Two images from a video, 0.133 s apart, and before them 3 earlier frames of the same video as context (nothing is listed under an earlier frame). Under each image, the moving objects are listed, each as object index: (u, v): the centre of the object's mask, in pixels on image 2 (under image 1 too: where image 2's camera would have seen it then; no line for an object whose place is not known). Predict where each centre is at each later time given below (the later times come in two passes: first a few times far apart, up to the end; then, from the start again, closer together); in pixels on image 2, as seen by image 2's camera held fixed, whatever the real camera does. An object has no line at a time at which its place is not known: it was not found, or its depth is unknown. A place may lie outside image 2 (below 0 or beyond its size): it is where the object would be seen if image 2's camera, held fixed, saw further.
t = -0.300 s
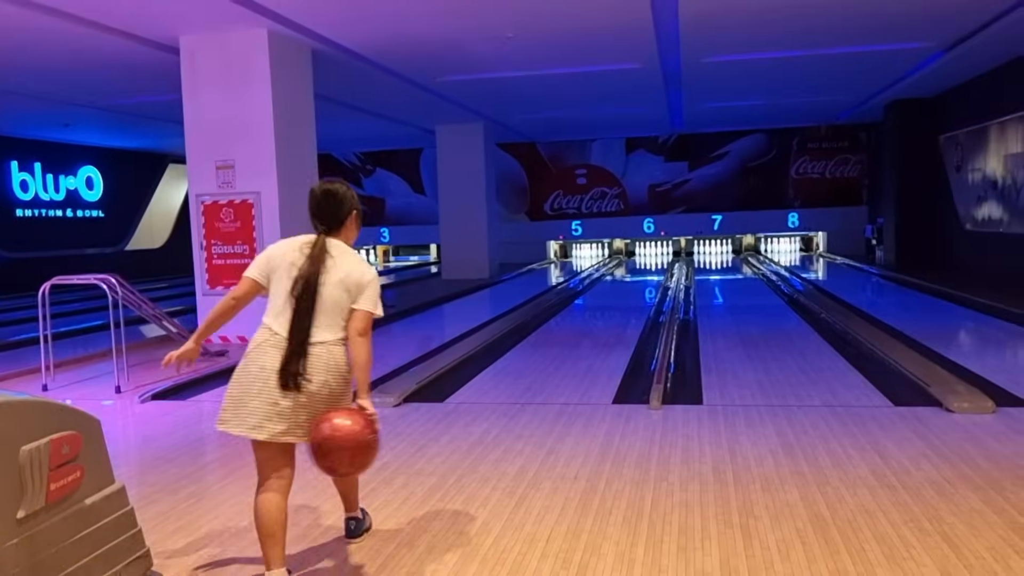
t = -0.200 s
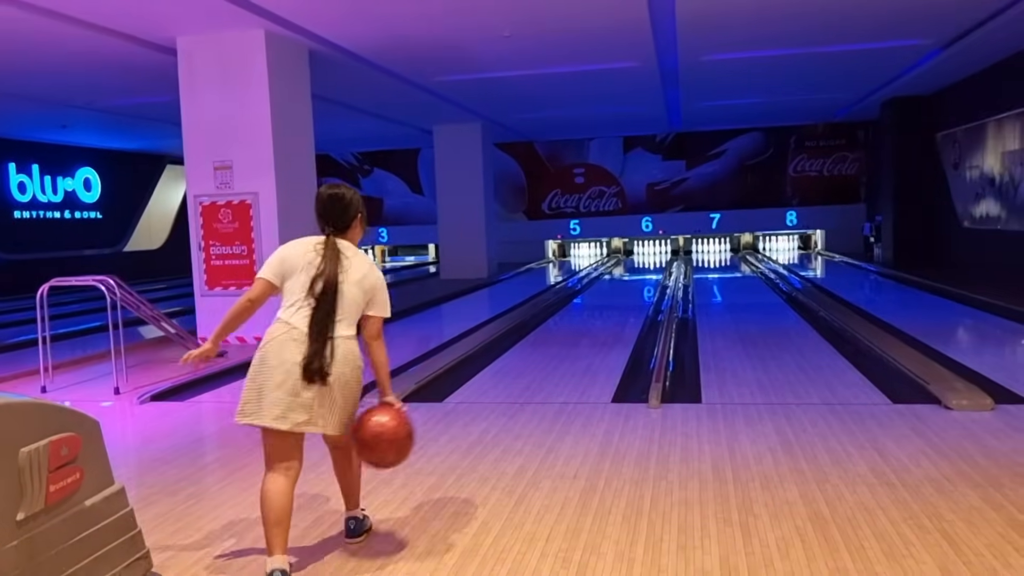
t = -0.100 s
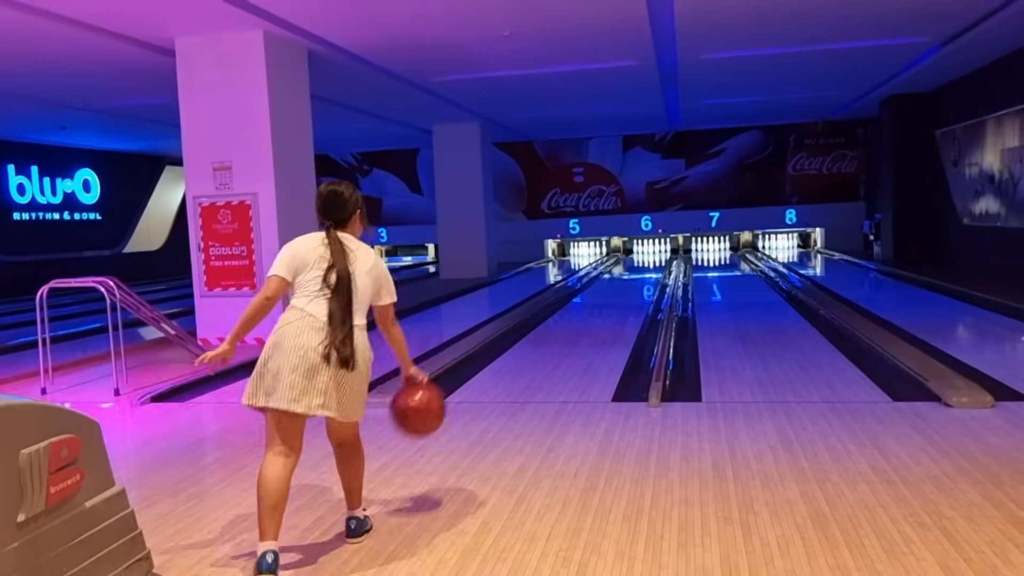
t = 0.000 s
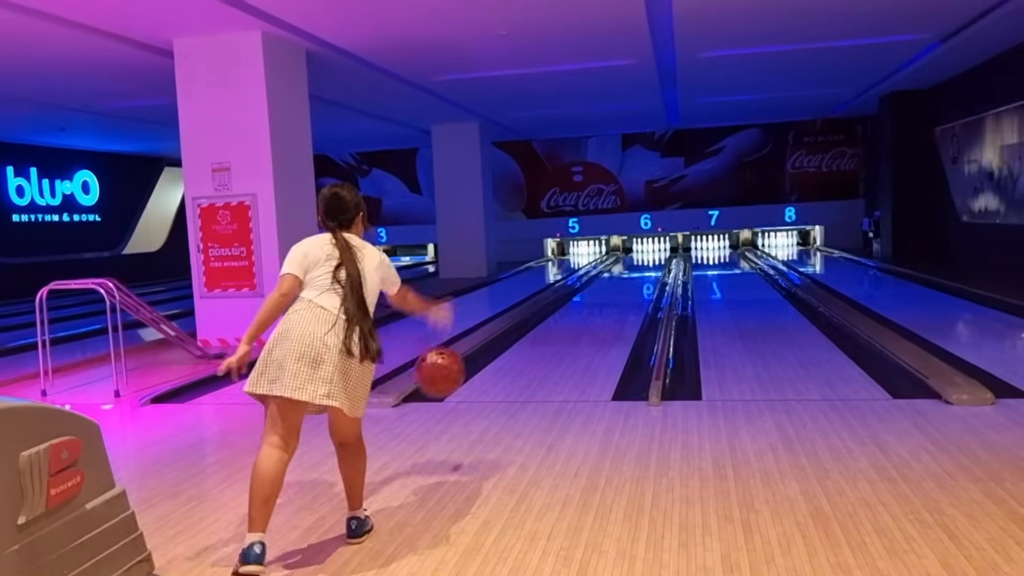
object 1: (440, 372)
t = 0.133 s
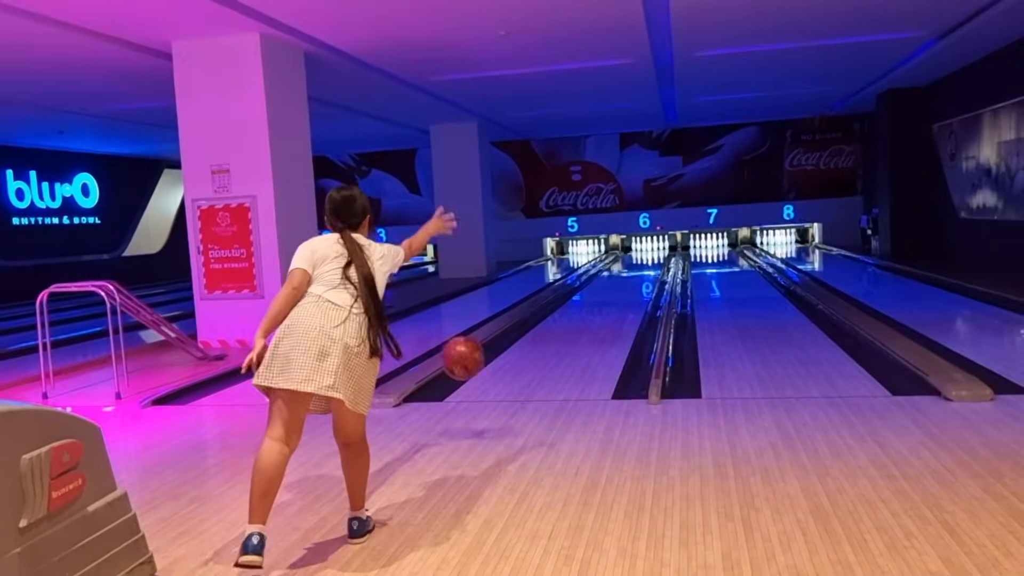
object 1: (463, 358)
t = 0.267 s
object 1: (481, 378)
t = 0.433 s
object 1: (498, 371)
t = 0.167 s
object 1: (468, 361)
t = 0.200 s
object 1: (473, 365)
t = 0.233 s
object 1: (477, 371)
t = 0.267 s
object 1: (481, 378)
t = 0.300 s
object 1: (486, 387)
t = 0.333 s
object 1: (490, 388)
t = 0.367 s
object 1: (492, 380)
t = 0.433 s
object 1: (498, 371)
